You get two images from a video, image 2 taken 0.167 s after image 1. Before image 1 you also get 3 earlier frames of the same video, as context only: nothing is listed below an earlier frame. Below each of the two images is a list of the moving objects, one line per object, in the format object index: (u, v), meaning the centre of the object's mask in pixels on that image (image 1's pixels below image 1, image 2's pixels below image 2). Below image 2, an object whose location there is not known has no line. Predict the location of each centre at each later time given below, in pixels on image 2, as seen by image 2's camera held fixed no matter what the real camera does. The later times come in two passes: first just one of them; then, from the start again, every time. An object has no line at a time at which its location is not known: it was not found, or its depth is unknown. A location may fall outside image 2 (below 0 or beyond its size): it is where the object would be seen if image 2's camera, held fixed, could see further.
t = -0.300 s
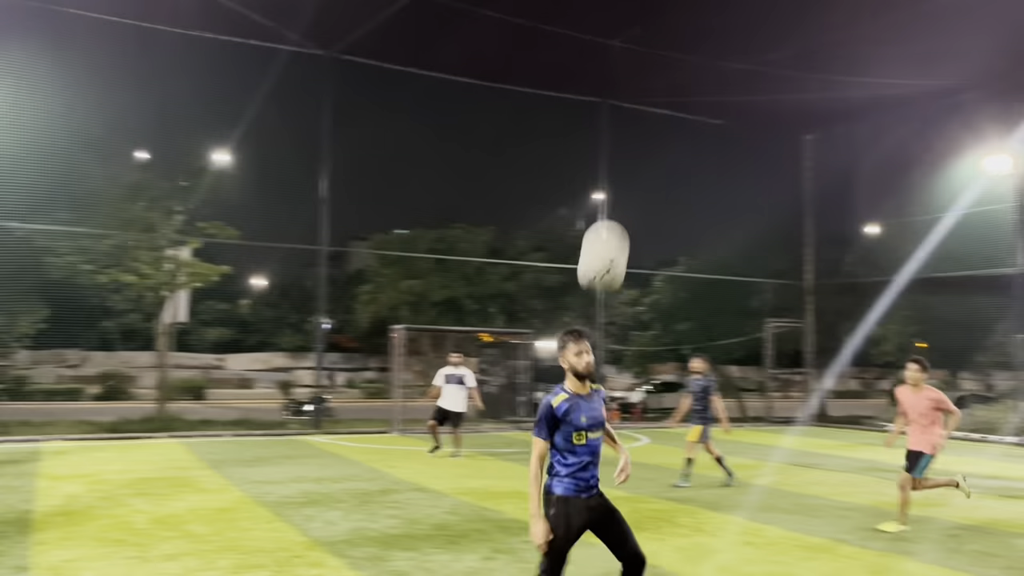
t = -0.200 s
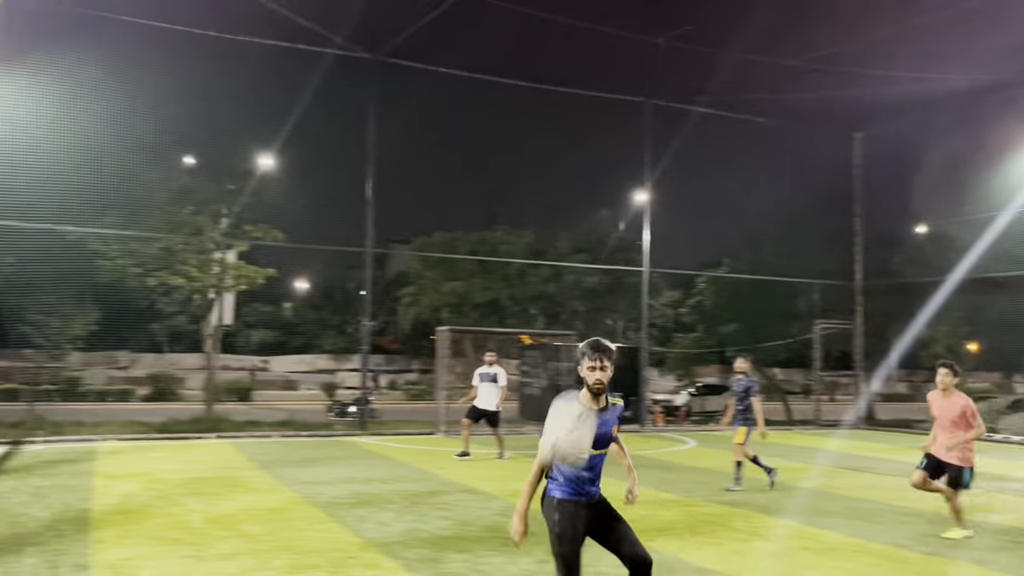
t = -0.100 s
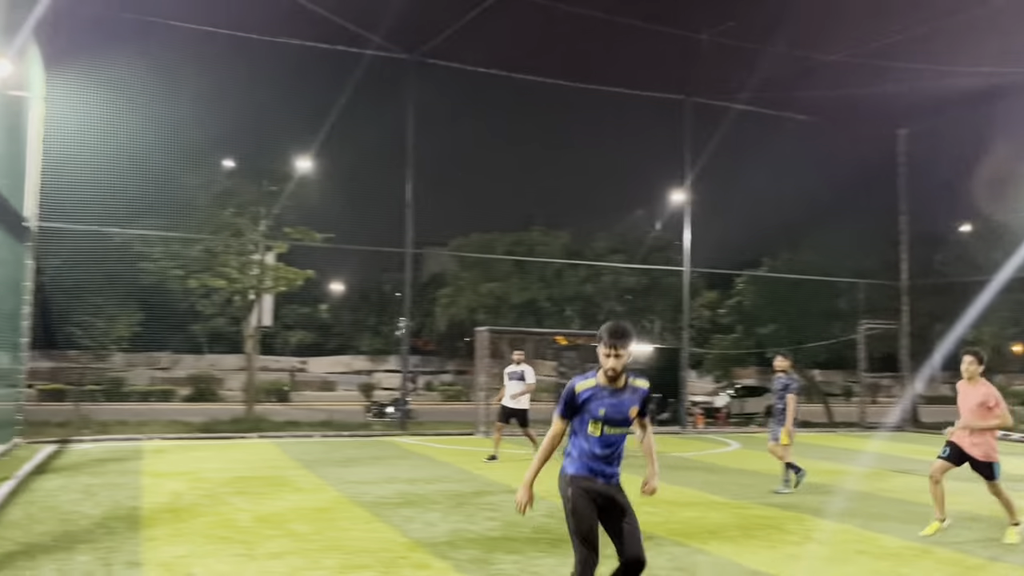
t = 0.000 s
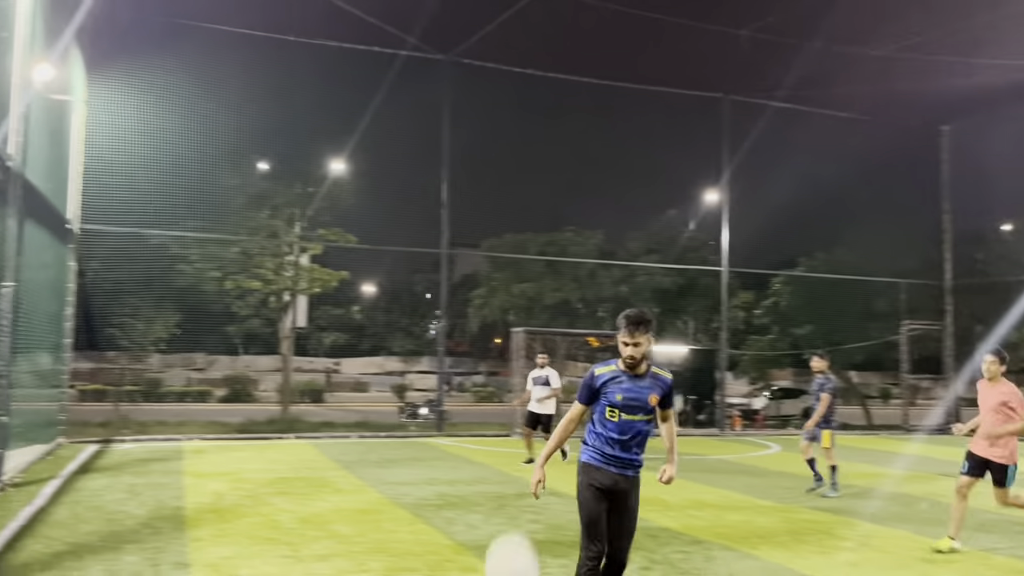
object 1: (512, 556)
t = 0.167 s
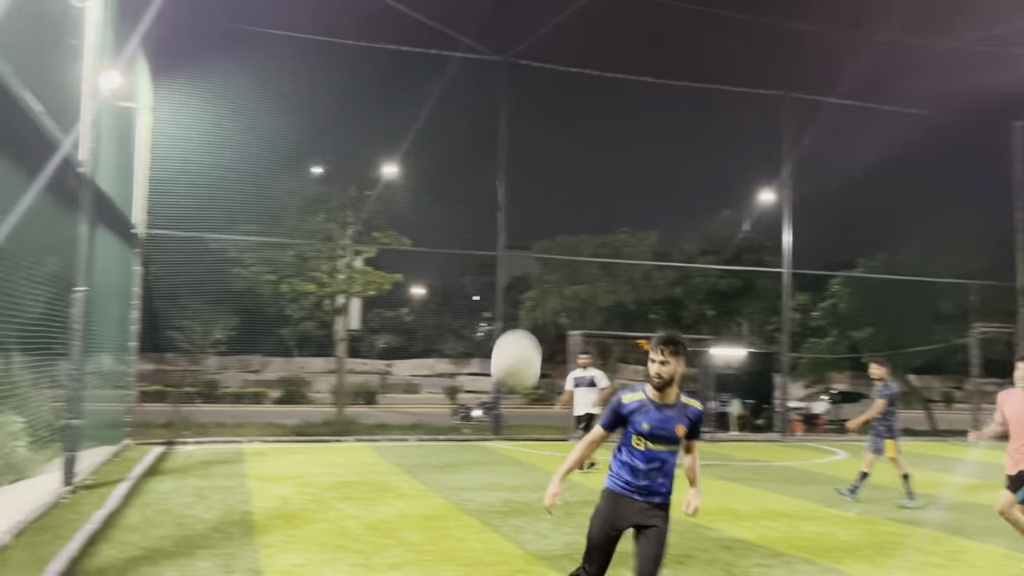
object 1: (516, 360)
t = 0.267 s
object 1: (488, 278)
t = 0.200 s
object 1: (506, 330)
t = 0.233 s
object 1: (497, 302)
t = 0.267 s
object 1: (488, 278)
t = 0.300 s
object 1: (478, 256)
